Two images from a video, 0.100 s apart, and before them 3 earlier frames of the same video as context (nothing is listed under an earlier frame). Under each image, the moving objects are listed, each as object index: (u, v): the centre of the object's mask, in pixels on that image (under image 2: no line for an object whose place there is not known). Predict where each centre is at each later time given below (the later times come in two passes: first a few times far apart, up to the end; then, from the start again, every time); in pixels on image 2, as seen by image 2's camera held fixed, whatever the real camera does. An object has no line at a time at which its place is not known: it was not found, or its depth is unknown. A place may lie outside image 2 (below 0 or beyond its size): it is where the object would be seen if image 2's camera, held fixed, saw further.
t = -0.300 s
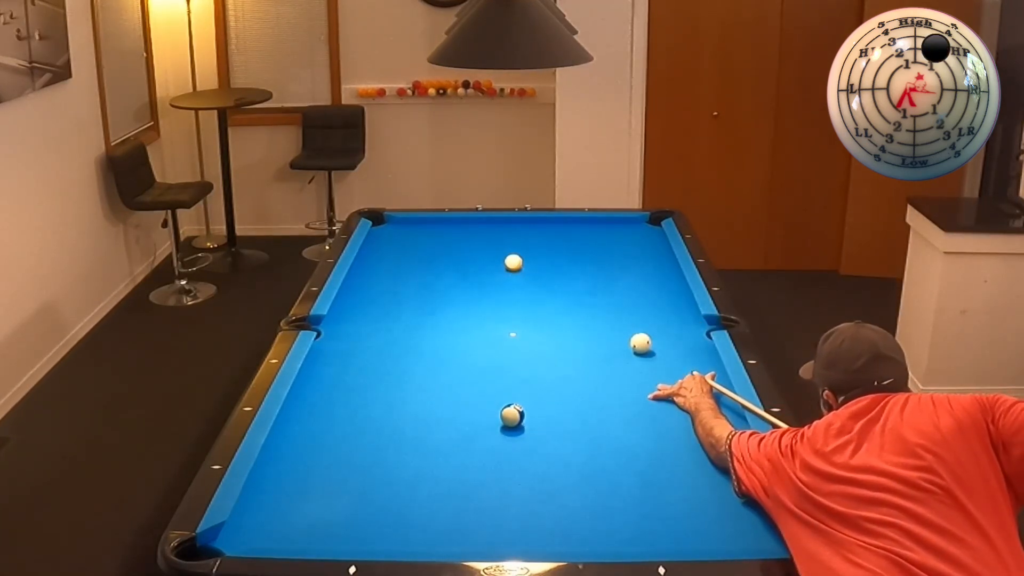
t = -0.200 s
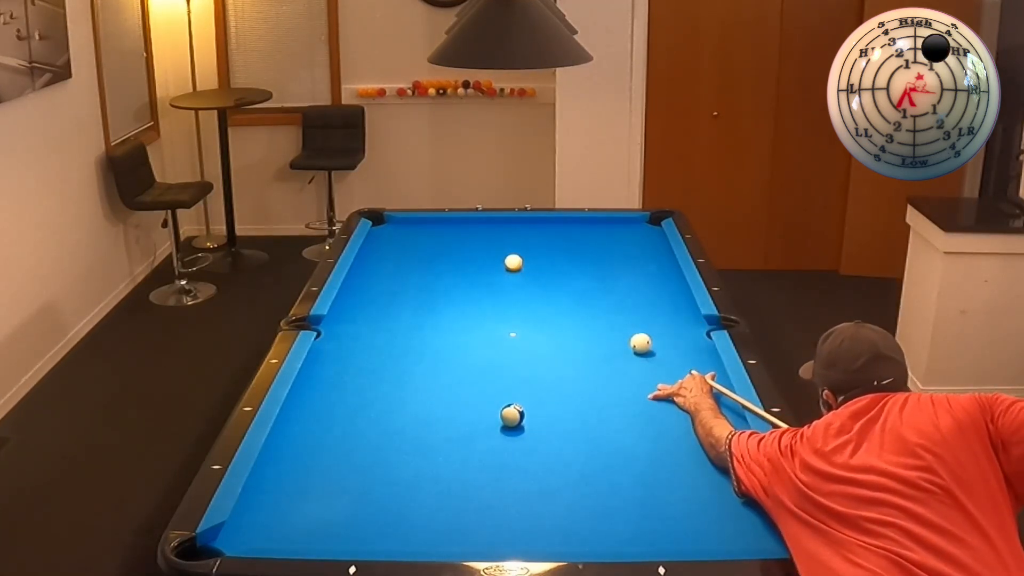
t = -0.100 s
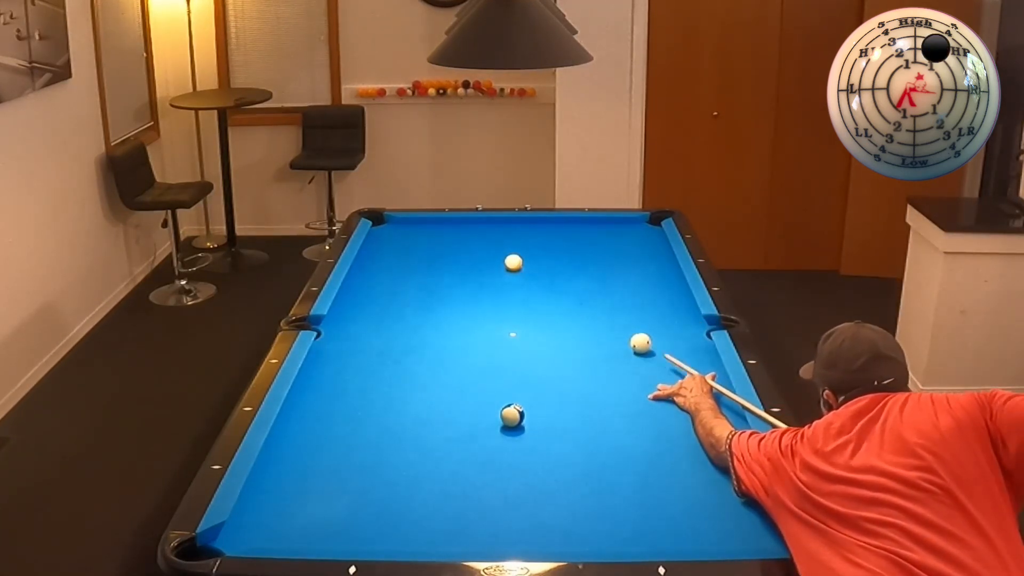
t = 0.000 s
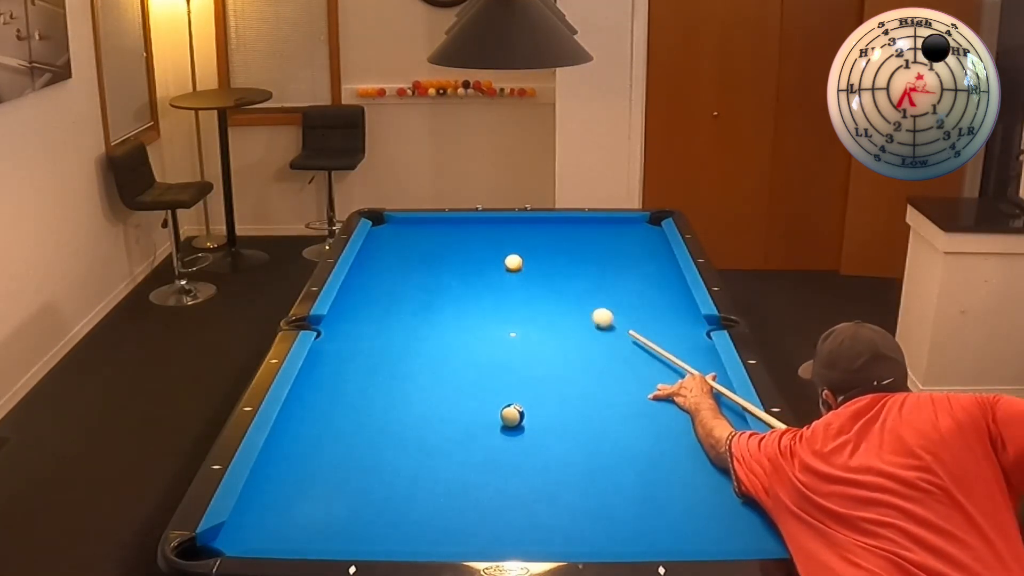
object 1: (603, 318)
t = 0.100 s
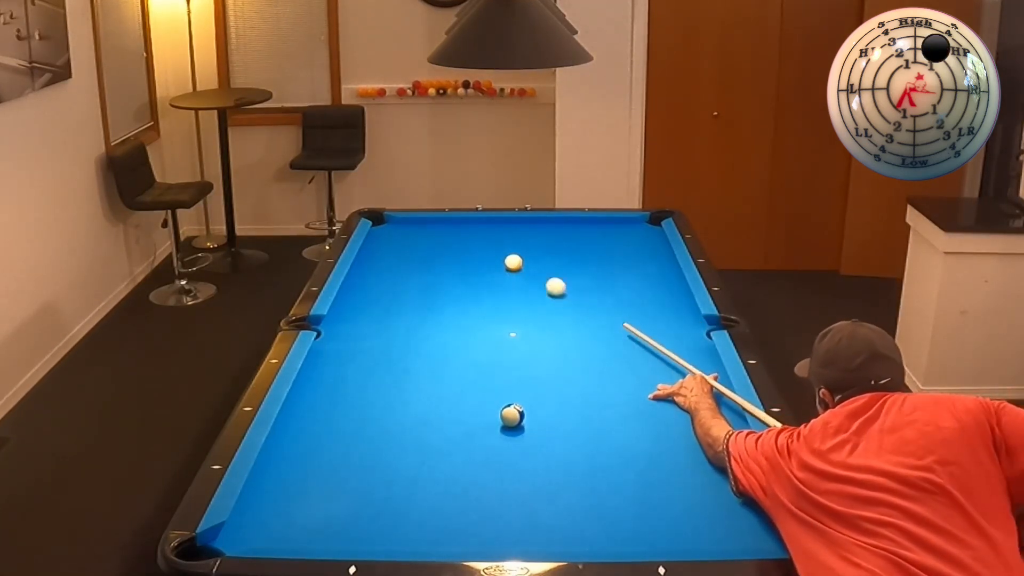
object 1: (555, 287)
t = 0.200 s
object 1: (527, 265)
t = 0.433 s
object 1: (547, 250)
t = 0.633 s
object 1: (553, 235)
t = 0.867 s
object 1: (559, 219)
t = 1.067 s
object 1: (583, 226)
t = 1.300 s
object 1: (610, 234)
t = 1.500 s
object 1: (634, 241)
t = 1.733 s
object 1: (662, 249)
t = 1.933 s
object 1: (657, 255)
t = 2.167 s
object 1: (646, 261)
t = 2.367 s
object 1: (636, 267)
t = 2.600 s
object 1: (626, 273)
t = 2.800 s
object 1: (617, 278)
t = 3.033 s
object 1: (607, 285)
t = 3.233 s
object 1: (599, 290)
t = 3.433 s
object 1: (590, 294)
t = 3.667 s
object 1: (581, 300)
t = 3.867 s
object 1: (574, 304)
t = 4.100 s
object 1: (566, 309)
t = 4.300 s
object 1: (559, 313)
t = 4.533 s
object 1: (552, 318)
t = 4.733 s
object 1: (546, 321)
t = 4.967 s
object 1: (540, 325)
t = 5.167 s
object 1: (535, 328)
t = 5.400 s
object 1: (530, 331)
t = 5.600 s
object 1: (526, 333)
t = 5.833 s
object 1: (522, 335)
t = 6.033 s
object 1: (521, 337)
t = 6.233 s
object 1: (519, 338)
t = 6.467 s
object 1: (518, 338)
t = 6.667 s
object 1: (517, 338)
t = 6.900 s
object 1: (518, 339)
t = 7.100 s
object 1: (518, 339)
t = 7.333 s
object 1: (518, 339)
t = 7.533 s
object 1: (518, 339)
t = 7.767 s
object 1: (518, 339)
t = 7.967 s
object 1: (518, 339)
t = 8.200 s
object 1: (518, 339)
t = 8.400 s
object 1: (518, 338)
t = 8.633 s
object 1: (518, 338)
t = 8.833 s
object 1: (518, 338)
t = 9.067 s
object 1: (518, 338)
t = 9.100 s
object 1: (518, 338)
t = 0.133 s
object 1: (542, 278)
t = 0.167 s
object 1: (530, 270)
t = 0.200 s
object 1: (527, 265)
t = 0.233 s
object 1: (532, 264)
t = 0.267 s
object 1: (536, 262)
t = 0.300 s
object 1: (540, 260)
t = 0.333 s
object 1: (543, 257)
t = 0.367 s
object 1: (545, 255)
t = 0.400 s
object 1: (546, 252)
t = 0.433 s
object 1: (547, 250)
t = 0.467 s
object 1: (548, 247)
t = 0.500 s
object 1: (549, 244)
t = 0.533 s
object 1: (550, 242)
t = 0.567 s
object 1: (551, 240)
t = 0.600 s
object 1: (552, 237)
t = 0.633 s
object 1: (553, 235)
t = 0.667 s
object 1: (554, 232)
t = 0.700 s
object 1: (555, 230)
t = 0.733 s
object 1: (555, 228)
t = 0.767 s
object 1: (556, 226)
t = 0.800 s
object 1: (557, 223)
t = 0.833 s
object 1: (558, 221)
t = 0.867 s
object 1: (559, 219)
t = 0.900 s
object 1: (563, 221)
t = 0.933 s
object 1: (567, 222)
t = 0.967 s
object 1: (571, 223)
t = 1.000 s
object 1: (575, 224)
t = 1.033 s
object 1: (579, 225)
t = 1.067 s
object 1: (583, 226)
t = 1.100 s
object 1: (587, 227)
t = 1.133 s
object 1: (591, 229)
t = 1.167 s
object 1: (595, 230)
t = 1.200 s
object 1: (599, 231)
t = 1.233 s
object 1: (602, 232)
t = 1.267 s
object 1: (606, 233)
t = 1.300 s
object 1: (610, 234)
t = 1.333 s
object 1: (614, 235)
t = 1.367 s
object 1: (618, 236)
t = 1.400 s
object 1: (622, 237)
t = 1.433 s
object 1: (626, 239)
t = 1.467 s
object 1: (630, 240)
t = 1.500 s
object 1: (634, 241)
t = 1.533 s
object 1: (638, 242)
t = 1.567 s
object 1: (642, 243)
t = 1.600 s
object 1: (646, 244)
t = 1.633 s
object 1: (650, 245)
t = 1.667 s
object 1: (654, 246)
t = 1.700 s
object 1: (658, 248)
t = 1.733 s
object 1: (662, 249)
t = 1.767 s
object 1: (664, 250)
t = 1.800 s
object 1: (663, 251)
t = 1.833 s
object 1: (661, 252)
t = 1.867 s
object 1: (660, 253)
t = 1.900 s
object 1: (658, 254)
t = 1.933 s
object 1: (657, 255)
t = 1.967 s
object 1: (655, 256)
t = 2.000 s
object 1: (653, 256)
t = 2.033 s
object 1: (652, 257)
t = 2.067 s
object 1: (650, 258)
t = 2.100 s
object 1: (649, 259)
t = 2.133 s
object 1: (647, 260)
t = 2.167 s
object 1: (646, 261)
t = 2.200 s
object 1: (644, 262)
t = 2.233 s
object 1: (643, 263)
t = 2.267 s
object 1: (641, 264)
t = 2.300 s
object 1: (640, 265)
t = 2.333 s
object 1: (638, 266)
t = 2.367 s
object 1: (636, 267)
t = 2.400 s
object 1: (635, 268)
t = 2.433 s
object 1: (634, 269)
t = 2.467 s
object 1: (632, 270)
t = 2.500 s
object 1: (631, 270)
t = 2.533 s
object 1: (629, 271)
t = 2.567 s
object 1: (627, 272)
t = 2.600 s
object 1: (626, 273)
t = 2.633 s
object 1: (625, 274)
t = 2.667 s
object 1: (623, 275)
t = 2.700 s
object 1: (621, 276)
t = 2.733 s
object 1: (620, 277)
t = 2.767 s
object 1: (619, 277)
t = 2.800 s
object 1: (617, 278)
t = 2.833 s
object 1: (616, 279)
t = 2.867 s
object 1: (615, 280)
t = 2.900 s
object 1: (613, 281)
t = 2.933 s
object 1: (612, 282)
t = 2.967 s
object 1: (610, 283)
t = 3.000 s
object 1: (608, 284)
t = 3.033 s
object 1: (607, 285)
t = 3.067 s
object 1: (606, 285)
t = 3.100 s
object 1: (604, 286)
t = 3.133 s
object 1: (603, 287)
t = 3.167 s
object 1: (602, 288)
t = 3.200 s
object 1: (600, 289)
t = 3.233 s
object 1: (599, 290)
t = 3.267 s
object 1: (597, 290)
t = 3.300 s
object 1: (596, 291)
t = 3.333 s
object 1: (595, 292)
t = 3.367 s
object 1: (593, 293)
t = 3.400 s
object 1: (592, 294)
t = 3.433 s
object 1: (590, 294)
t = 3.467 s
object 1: (589, 295)
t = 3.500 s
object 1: (588, 296)
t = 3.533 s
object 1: (587, 297)
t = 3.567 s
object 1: (585, 298)
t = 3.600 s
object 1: (584, 298)
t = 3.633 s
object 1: (582, 299)
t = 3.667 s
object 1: (581, 300)
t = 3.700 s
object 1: (580, 301)
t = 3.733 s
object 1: (579, 301)
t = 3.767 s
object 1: (577, 302)
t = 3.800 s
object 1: (576, 303)
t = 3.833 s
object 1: (575, 304)
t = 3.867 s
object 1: (574, 304)
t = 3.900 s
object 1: (572, 305)
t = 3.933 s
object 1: (571, 306)
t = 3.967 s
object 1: (570, 306)
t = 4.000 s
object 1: (569, 307)
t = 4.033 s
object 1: (568, 308)
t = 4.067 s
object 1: (567, 308)
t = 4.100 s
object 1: (566, 309)
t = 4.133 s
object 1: (565, 310)
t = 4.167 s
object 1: (563, 310)
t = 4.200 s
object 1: (562, 311)
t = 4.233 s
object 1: (561, 312)
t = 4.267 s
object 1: (560, 312)
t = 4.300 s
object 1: (559, 313)
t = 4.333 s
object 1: (558, 314)
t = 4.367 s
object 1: (557, 314)
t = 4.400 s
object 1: (556, 315)
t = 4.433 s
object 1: (555, 316)
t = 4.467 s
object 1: (554, 317)
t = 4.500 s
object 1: (553, 317)
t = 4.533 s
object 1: (552, 318)
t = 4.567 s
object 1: (551, 318)
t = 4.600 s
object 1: (550, 319)
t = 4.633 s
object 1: (549, 320)
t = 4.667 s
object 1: (548, 320)
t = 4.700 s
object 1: (547, 321)
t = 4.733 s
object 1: (546, 321)
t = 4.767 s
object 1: (545, 322)
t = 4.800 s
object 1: (544, 322)
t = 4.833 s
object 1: (543, 323)
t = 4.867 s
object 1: (542, 323)
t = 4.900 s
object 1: (541, 324)
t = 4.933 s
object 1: (540, 324)
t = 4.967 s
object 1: (540, 325)
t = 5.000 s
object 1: (539, 325)
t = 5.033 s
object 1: (538, 326)
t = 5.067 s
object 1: (537, 326)
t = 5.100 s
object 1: (536, 327)
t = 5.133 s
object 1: (536, 327)
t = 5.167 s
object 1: (535, 328)
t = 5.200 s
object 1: (534, 328)
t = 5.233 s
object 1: (533, 329)
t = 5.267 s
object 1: (533, 329)
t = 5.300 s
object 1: (532, 330)
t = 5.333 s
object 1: (531, 330)
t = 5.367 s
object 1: (531, 330)
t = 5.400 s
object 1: (530, 331)
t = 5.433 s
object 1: (529, 331)
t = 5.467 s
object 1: (529, 332)
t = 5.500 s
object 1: (528, 332)
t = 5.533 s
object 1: (527, 332)
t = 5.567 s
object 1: (527, 333)
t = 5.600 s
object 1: (526, 333)
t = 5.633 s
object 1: (526, 334)
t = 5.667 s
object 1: (525, 334)
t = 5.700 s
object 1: (525, 334)
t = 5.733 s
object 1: (524, 334)
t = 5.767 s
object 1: (524, 335)
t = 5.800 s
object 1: (523, 335)
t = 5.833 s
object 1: (522, 335)
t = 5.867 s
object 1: (522, 336)
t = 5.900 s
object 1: (522, 336)
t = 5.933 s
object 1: (522, 336)
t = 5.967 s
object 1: (521, 336)
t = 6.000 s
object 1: (521, 337)
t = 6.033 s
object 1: (521, 337)
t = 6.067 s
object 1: (520, 337)
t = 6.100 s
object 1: (520, 337)
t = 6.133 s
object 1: (520, 337)
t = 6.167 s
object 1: (520, 337)
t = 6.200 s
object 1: (519, 337)
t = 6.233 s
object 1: (519, 338)
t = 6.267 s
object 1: (519, 338)
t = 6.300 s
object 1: (519, 338)
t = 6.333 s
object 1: (519, 338)
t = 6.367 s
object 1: (518, 338)
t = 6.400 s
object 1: (518, 338)
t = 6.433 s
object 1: (518, 338)
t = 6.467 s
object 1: (518, 338)
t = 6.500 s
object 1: (518, 338)
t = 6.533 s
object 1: (517, 338)
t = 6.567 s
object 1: (518, 338)
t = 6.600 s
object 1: (517, 338)
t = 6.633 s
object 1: (517, 338)
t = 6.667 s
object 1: (517, 338)
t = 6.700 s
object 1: (518, 338)
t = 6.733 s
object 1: (518, 338)
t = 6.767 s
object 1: (518, 338)
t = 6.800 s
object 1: (518, 338)
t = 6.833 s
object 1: (518, 338)
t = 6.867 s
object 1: (518, 339)
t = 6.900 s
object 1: (518, 339)
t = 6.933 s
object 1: (518, 338)
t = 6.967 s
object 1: (518, 339)
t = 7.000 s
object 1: (518, 338)
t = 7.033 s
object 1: (518, 338)
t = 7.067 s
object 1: (518, 338)
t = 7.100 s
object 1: (518, 339)
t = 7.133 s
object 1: (518, 338)
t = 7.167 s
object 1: (518, 338)
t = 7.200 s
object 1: (518, 339)
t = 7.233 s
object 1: (518, 339)
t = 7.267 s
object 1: (518, 339)
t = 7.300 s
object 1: (518, 339)
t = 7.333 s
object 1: (518, 339)
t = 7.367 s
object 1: (518, 339)
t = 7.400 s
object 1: (518, 339)
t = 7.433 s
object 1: (518, 339)
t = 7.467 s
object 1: (518, 338)
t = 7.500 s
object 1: (518, 339)
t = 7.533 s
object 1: (518, 339)
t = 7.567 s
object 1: (518, 339)
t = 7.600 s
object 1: (518, 339)
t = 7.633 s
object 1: (518, 339)
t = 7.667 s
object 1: (518, 339)
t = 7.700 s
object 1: (518, 338)
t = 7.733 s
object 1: (518, 338)
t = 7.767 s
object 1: (518, 339)
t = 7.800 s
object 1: (518, 339)
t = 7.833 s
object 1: (518, 339)
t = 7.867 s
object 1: (518, 339)
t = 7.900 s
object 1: (518, 339)
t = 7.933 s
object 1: (518, 339)
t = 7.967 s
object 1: (518, 339)
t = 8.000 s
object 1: (518, 338)
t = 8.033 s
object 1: (518, 339)
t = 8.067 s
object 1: (518, 338)
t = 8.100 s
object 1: (518, 338)
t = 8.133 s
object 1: (518, 339)
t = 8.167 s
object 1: (518, 338)
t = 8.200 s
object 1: (518, 339)
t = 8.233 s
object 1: (518, 339)
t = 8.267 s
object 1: (518, 338)
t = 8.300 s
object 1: (518, 338)
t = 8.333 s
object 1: (518, 339)
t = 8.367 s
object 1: (518, 339)
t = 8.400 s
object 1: (518, 338)
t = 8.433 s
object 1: (518, 338)
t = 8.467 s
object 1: (518, 338)
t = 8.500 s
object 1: (518, 338)
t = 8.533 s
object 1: (518, 338)
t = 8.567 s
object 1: (518, 338)
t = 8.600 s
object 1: (518, 338)
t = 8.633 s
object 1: (518, 338)
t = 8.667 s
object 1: (518, 338)
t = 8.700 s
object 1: (518, 338)
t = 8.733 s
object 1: (518, 338)
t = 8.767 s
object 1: (518, 338)
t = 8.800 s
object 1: (518, 338)
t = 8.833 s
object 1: (518, 338)
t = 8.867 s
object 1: (518, 338)
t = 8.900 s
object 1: (518, 338)
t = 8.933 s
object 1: (518, 338)
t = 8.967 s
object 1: (518, 338)
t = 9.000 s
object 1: (518, 338)
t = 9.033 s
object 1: (518, 338)
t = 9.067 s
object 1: (518, 338)
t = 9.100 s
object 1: (518, 338)
